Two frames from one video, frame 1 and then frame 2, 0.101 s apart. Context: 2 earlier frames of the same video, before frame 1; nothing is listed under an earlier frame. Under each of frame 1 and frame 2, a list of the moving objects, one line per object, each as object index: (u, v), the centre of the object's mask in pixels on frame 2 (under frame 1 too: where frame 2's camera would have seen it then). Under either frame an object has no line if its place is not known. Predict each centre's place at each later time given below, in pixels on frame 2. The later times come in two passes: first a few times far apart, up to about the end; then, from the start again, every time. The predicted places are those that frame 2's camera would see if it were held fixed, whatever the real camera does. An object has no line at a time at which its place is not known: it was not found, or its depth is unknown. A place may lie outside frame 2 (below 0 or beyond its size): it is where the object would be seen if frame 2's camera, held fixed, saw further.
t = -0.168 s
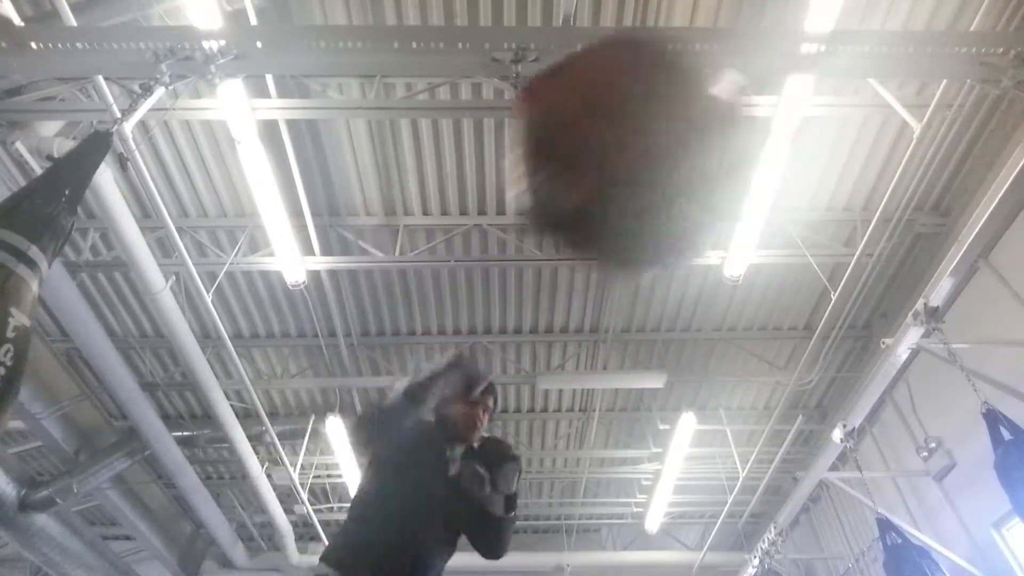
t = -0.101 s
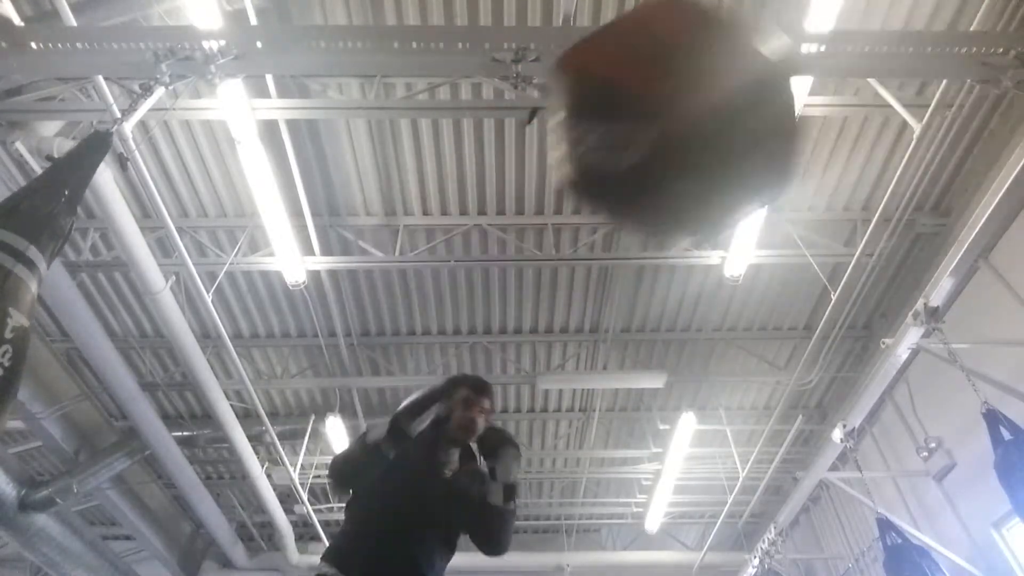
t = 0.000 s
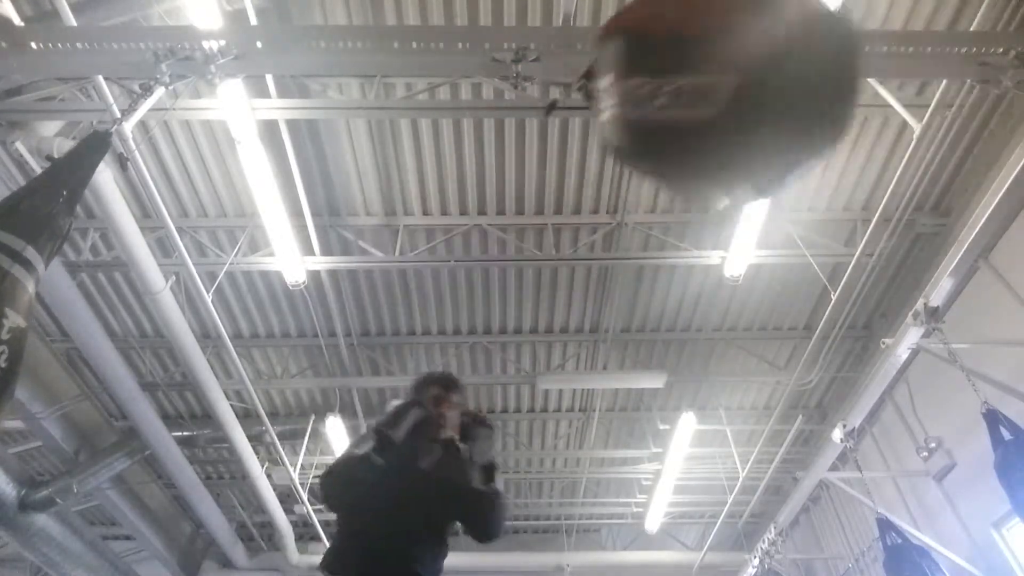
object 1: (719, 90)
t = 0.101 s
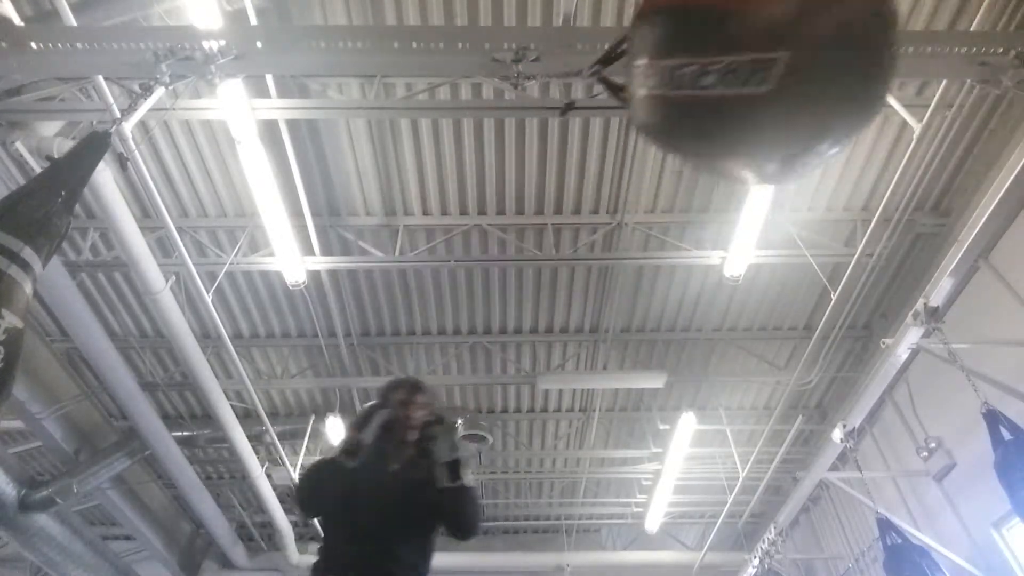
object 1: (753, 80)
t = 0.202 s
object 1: (772, 79)
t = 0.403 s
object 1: (764, 107)
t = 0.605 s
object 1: (688, 215)
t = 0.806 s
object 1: (553, 309)
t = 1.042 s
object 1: (426, 345)
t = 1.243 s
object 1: (370, 334)
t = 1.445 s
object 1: (347, 321)
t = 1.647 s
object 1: (350, 314)
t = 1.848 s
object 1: (399, 296)
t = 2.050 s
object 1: (522, 239)
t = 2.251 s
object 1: (668, 151)
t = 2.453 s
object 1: (757, 104)
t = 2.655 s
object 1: (785, 113)
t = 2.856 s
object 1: (744, 180)
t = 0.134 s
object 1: (760, 78)
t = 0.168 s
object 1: (765, 77)
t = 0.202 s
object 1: (772, 79)
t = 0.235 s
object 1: (773, 80)
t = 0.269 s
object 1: (775, 83)
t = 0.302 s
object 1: (775, 87)
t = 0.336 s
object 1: (775, 92)
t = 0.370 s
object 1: (771, 100)
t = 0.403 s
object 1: (764, 107)
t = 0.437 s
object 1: (759, 120)
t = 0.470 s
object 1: (746, 136)
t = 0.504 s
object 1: (738, 154)
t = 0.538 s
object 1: (723, 176)
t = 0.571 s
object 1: (707, 195)
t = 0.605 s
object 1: (688, 215)
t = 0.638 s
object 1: (673, 230)
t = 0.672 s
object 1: (648, 250)
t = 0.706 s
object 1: (626, 267)
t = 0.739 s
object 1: (603, 287)
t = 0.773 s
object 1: (579, 300)
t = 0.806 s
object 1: (553, 309)
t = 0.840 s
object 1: (530, 318)
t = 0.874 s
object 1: (511, 326)
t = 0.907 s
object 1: (491, 333)
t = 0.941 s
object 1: (473, 338)
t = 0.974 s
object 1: (458, 343)
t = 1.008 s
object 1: (444, 344)
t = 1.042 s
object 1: (426, 345)
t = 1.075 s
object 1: (414, 343)
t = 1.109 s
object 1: (403, 343)
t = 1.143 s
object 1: (395, 341)
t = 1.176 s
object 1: (385, 339)
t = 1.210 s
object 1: (378, 336)
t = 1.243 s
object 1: (370, 334)
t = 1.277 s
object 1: (366, 332)
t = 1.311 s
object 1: (360, 329)
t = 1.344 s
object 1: (356, 328)
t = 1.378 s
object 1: (352, 325)
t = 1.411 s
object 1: (349, 324)
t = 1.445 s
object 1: (347, 321)
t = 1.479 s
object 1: (345, 321)
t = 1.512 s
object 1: (343, 319)
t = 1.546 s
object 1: (343, 319)
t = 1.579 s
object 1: (345, 317)
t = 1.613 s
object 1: (347, 316)
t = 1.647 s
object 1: (350, 314)
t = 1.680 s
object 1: (354, 312)
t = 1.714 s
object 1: (360, 310)
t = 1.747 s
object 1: (367, 307)
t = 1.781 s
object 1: (376, 305)
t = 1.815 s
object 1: (387, 301)
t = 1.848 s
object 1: (399, 296)
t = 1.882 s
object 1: (413, 290)
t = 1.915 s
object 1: (434, 283)
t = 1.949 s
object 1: (453, 274)
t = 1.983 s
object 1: (473, 264)
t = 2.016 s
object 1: (497, 252)
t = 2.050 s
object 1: (522, 239)
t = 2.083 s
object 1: (543, 227)
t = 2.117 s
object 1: (569, 210)
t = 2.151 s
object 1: (595, 194)
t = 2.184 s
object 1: (625, 179)
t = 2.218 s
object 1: (645, 165)
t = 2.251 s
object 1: (668, 151)
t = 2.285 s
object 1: (690, 140)
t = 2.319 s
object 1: (707, 129)
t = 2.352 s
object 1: (724, 119)
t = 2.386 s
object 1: (737, 111)
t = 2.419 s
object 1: (748, 108)
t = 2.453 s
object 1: (757, 104)
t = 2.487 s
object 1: (769, 102)
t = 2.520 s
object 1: (775, 102)
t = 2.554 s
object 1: (779, 102)
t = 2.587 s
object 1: (786, 105)
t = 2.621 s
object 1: (781, 108)
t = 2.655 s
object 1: (785, 113)
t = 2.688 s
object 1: (785, 121)
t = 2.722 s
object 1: (779, 131)
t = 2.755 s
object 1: (769, 141)
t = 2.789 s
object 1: (763, 153)
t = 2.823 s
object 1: (755, 166)
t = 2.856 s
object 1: (744, 180)
